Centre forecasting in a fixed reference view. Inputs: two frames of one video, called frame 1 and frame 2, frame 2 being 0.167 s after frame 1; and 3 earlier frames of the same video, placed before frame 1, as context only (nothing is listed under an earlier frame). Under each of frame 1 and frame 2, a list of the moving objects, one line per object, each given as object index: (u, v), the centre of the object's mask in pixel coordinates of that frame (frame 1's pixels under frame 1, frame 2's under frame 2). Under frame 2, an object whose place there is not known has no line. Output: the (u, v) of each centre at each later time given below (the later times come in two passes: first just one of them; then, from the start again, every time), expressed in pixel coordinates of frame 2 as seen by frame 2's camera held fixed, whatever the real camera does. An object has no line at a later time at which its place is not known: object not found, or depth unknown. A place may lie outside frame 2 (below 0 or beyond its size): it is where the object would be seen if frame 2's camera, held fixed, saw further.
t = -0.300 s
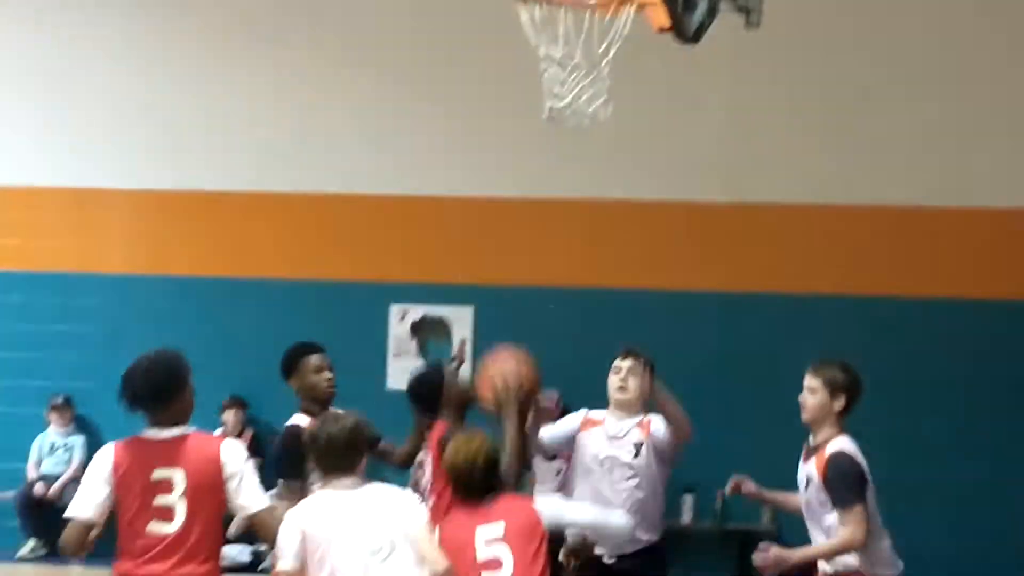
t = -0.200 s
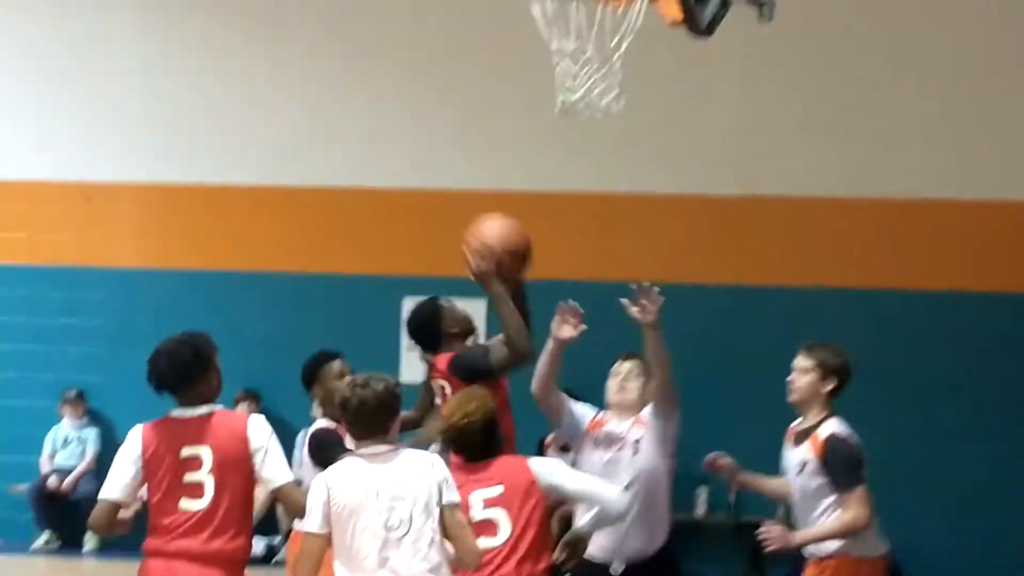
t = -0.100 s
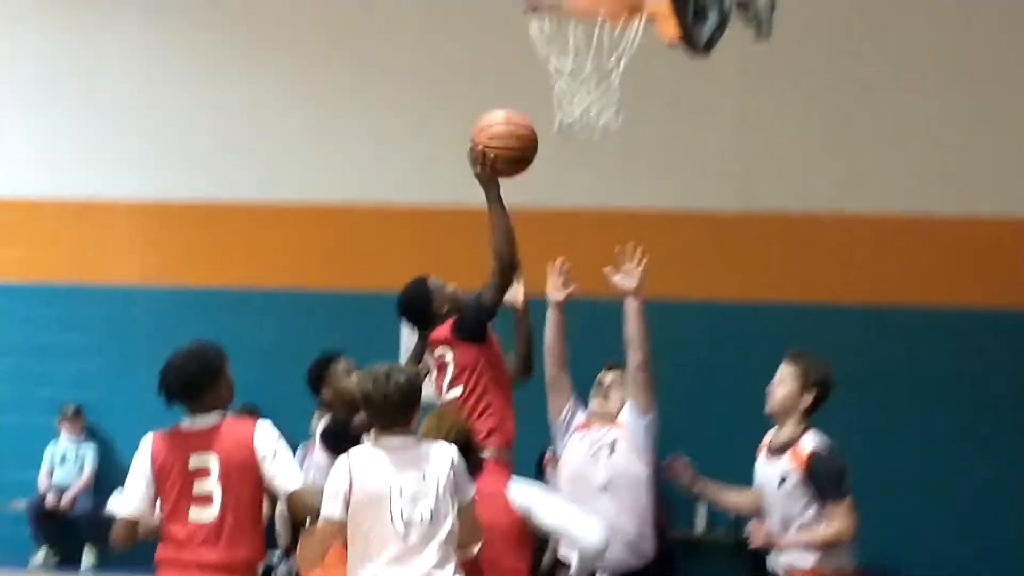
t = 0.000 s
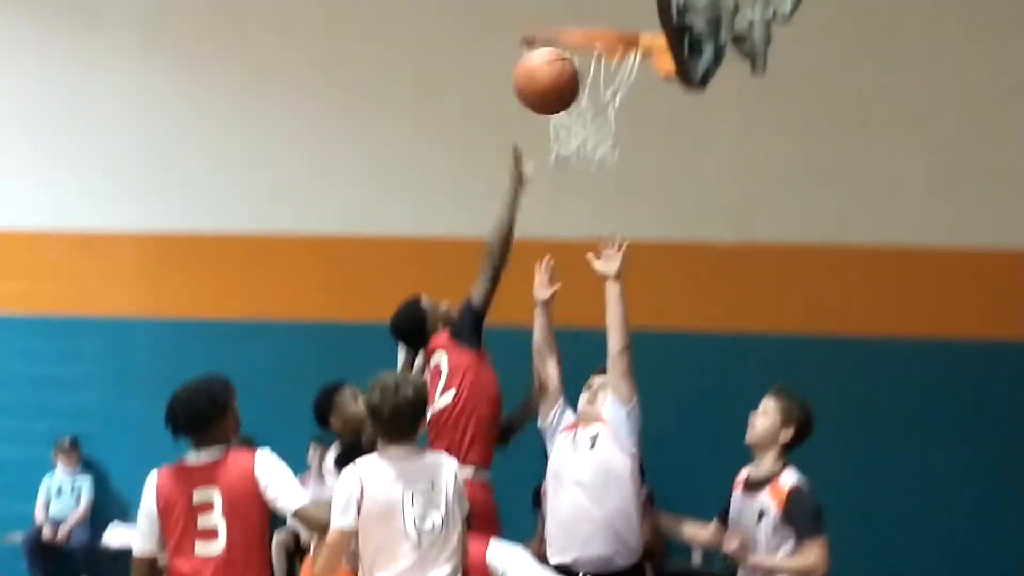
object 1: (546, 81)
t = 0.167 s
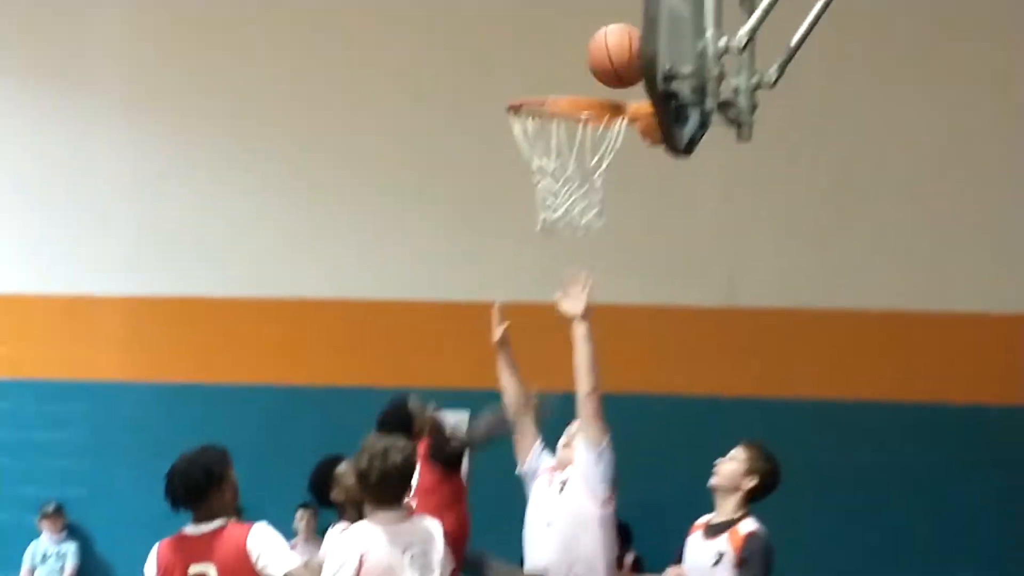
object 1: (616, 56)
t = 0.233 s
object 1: (612, 51)
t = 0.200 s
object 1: (619, 50)
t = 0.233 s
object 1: (612, 51)
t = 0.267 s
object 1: (606, 54)
